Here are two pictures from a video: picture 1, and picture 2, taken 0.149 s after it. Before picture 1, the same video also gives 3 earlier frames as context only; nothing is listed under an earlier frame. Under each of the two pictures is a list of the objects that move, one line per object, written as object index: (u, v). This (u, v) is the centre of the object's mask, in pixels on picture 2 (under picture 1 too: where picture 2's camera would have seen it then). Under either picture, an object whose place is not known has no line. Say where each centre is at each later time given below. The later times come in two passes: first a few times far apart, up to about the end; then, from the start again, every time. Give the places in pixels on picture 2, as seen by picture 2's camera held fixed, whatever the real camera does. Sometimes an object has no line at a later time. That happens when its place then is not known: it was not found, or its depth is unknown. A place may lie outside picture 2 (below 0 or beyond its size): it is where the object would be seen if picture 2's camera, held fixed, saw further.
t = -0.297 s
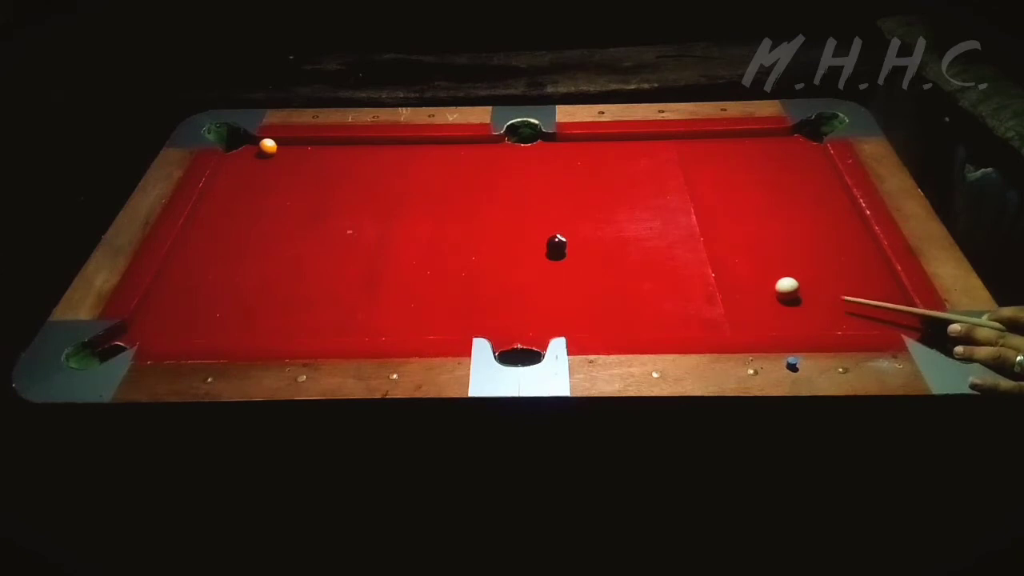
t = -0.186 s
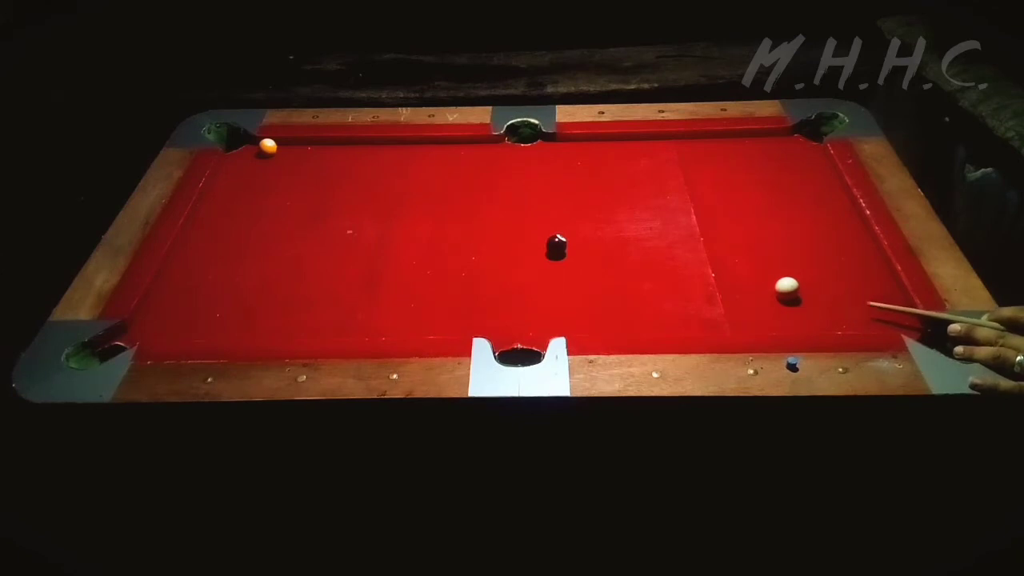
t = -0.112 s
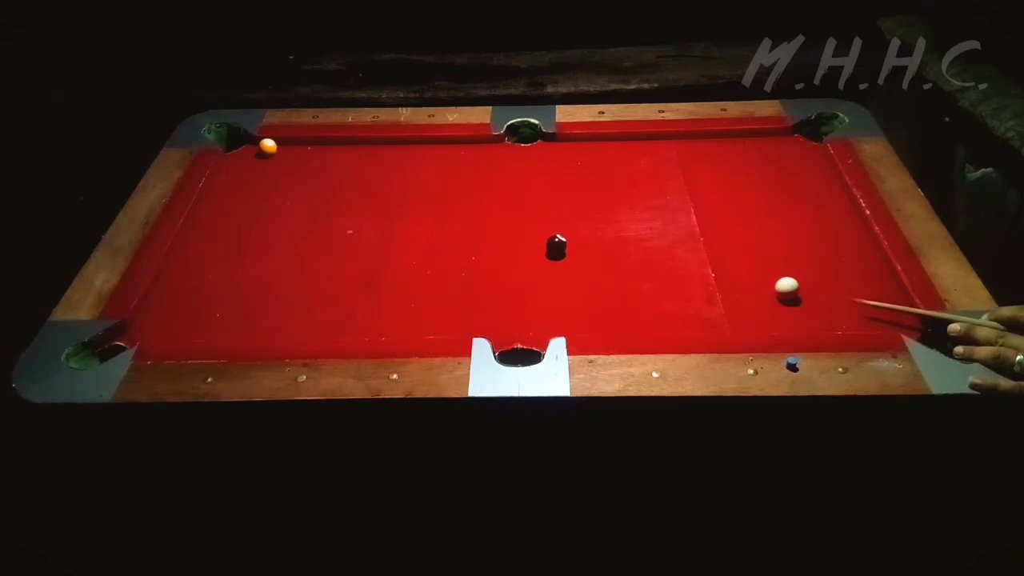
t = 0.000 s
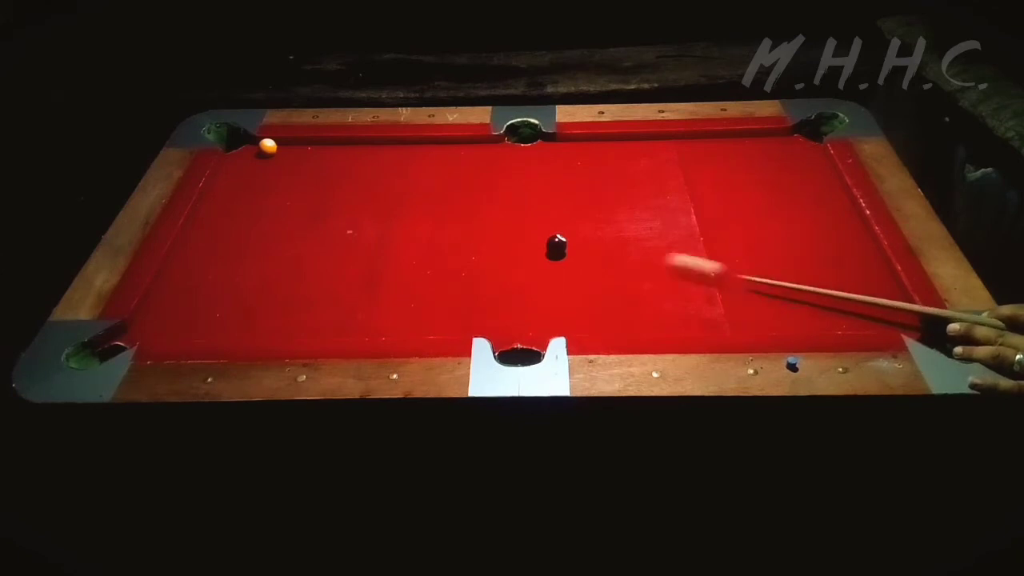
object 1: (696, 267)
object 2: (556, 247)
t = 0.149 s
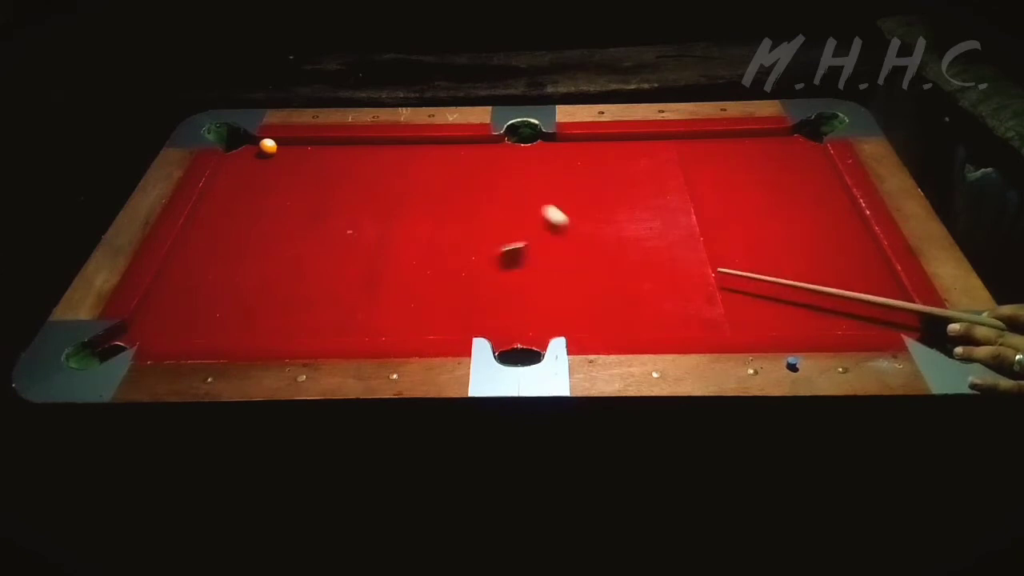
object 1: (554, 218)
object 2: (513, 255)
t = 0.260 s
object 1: (506, 183)
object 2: (443, 269)
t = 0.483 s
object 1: (426, 148)
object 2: (304, 296)
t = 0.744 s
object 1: (342, 174)
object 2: (136, 330)
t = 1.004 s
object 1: (258, 199)
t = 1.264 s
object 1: (199, 226)
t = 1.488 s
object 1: (209, 248)
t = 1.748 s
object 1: (220, 272)
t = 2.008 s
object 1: (229, 293)
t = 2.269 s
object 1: (236, 312)
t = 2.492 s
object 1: (239, 323)
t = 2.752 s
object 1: (239, 330)
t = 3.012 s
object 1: (239, 331)
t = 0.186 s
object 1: (538, 205)
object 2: (487, 261)
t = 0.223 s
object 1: (522, 194)
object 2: (465, 265)
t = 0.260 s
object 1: (506, 183)
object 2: (443, 269)
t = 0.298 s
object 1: (491, 172)
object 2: (419, 274)
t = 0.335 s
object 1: (476, 162)
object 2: (395, 279)
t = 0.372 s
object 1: (462, 153)
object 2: (374, 282)
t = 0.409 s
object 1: (449, 143)
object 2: (350, 287)
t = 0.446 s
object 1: (437, 143)
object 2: (326, 292)
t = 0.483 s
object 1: (426, 148)
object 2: (304, 296)
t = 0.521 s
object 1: (414, 152)
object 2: (279, 302)
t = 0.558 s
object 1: (402, 156)
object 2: (255, 306)
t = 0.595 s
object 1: (390, 159)
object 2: (232, 309)
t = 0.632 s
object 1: (378, 163)
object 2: (207, 316)
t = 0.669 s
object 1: (366, 166)
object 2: (182, 320)
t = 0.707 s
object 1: (354, 170)
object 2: (159, 323)
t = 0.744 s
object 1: (342, 174)
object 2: (136, 330)
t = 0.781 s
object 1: (330, 177)
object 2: (135, 332)
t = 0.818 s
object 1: (317, 181)
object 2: (138, 334)
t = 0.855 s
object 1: (306, 185)
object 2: (138, 333)
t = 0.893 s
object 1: (294, 188)
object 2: (137, 332)
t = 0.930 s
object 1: (282, 192)
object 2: (137, 331)
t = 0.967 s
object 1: (270, 196)
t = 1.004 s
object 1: (258, 199)
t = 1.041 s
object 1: (246, 203)
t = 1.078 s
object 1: (234, 207)
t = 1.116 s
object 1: (222, 211)
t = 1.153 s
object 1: (211, 214)
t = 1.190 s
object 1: (198, 219)
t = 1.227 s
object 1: (196, 223)
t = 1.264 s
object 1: (199, 226)
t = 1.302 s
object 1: (201, 230)
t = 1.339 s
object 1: (203, 234)
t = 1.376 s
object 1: (205, 237)
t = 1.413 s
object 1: (206, 241)
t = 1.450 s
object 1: (208, 244)
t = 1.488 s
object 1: (209, 248)
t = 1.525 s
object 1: (211, 252)
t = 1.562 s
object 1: (213, 255)
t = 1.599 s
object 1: (214, 259)
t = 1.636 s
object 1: (216, 262)
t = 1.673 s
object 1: (217, 265)
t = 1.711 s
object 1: (219, 268)
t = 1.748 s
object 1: (220, 272)
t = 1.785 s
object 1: (221, 275)
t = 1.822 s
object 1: (223, 278)
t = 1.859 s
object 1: (225, 281)
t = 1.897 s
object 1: (226, 284)
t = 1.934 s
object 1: (227, 288)
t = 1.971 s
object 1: (228, 290)
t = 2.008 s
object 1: (229, 293)
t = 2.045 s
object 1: (230, 296)
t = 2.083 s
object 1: (231, 299)
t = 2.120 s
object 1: (232, 302)
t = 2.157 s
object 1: (234, 304)
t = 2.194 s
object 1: (234, 307)
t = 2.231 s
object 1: (235, 309)
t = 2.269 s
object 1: (236, 312)
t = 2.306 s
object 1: (237, 314)
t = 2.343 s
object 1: (237, 316)
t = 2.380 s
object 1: (238, 318)
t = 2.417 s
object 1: (238, 320)
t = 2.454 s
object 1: (239, 322)
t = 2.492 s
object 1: (239, 323)
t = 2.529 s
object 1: (239, 324)
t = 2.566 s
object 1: (240, 325)
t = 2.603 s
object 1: (240, 326)
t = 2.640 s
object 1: (240, 327)
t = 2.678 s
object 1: (240, 328)
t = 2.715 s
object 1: (240, 329)
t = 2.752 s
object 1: (239, 330)
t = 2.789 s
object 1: (239, 330)
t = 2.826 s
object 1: (239, 331)
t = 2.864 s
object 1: (239, 331)
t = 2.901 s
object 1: (239, 331)
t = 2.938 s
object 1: (239, 331)
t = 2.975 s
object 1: (239, 331)
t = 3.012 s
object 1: (239, 331)
